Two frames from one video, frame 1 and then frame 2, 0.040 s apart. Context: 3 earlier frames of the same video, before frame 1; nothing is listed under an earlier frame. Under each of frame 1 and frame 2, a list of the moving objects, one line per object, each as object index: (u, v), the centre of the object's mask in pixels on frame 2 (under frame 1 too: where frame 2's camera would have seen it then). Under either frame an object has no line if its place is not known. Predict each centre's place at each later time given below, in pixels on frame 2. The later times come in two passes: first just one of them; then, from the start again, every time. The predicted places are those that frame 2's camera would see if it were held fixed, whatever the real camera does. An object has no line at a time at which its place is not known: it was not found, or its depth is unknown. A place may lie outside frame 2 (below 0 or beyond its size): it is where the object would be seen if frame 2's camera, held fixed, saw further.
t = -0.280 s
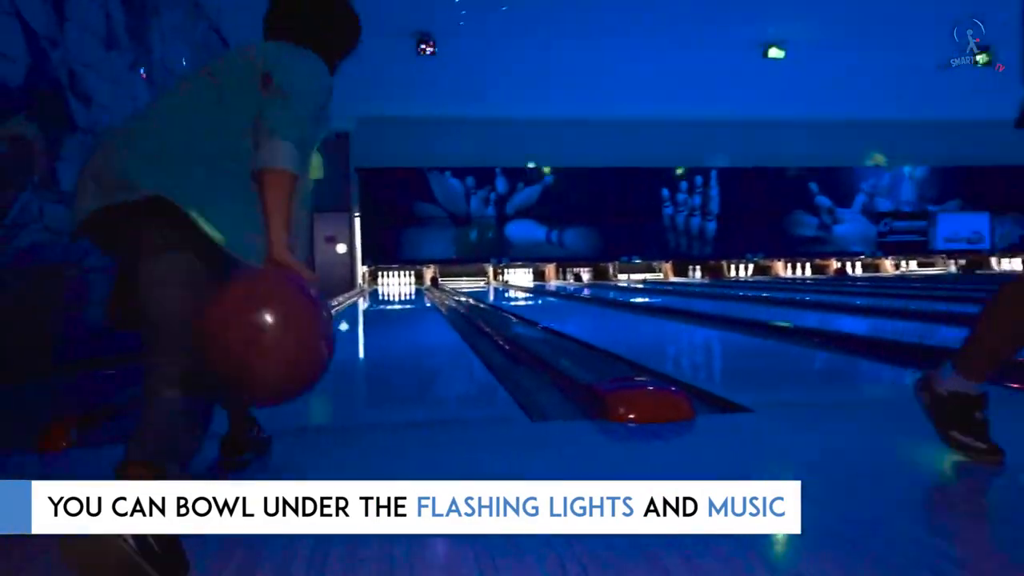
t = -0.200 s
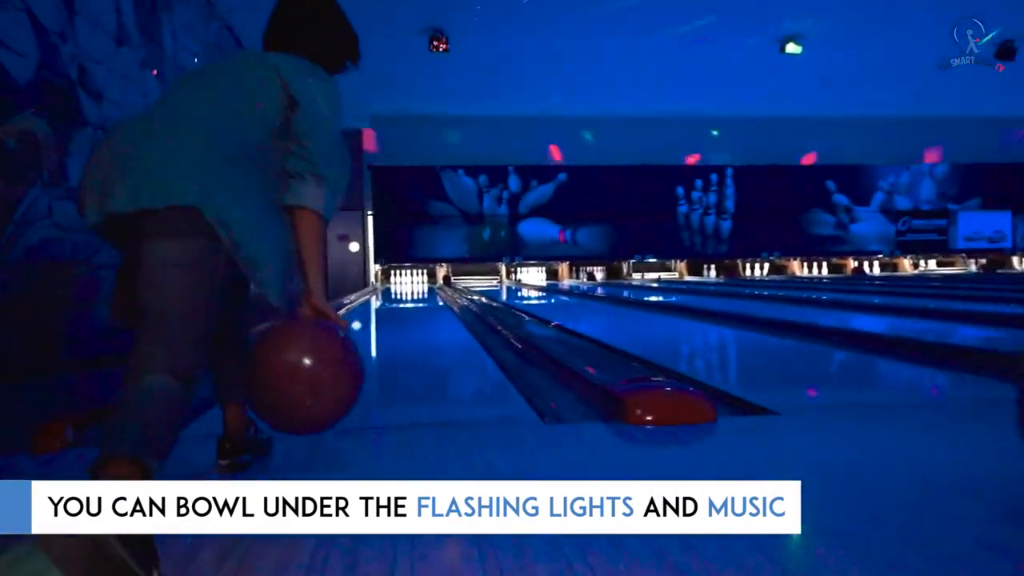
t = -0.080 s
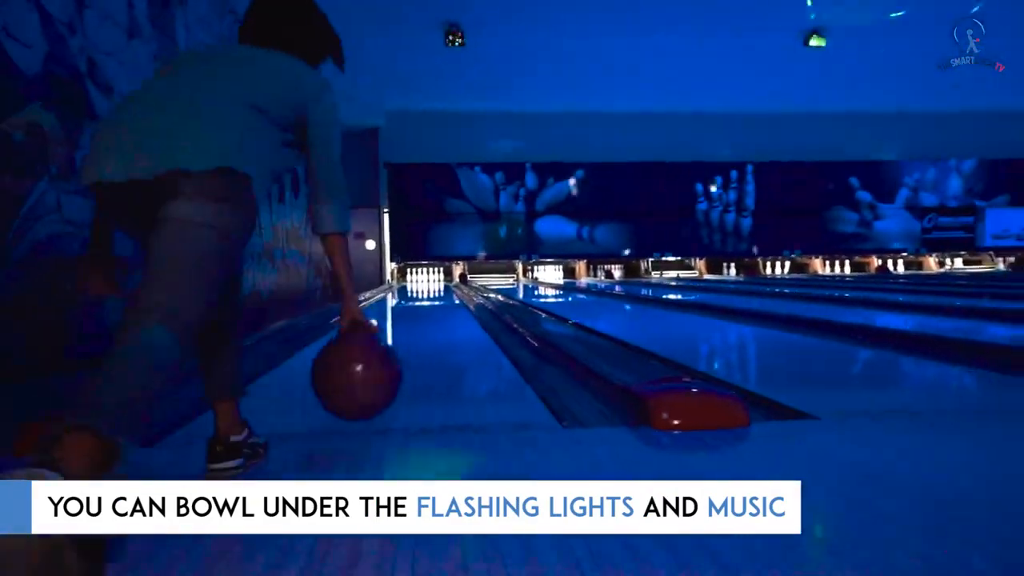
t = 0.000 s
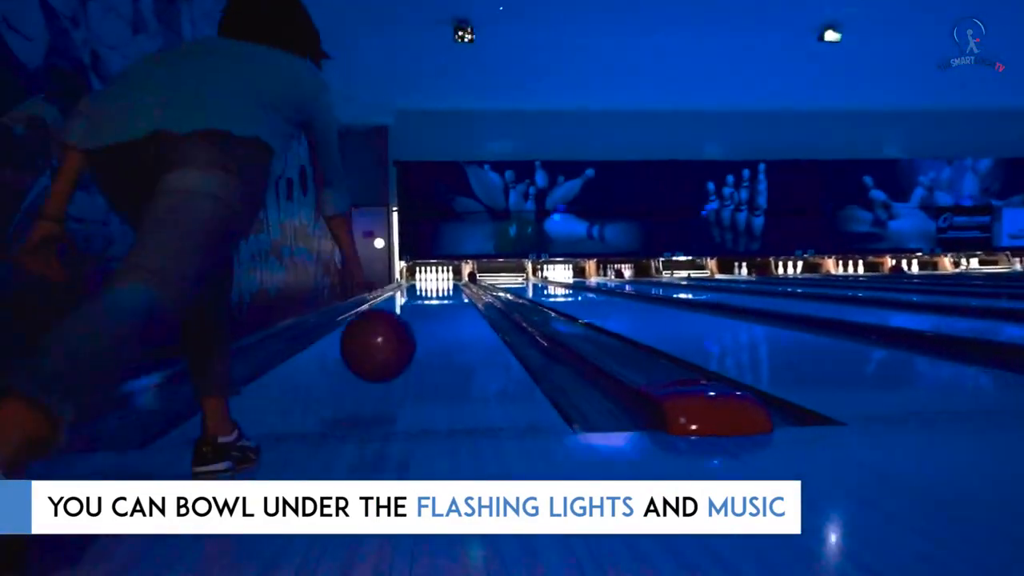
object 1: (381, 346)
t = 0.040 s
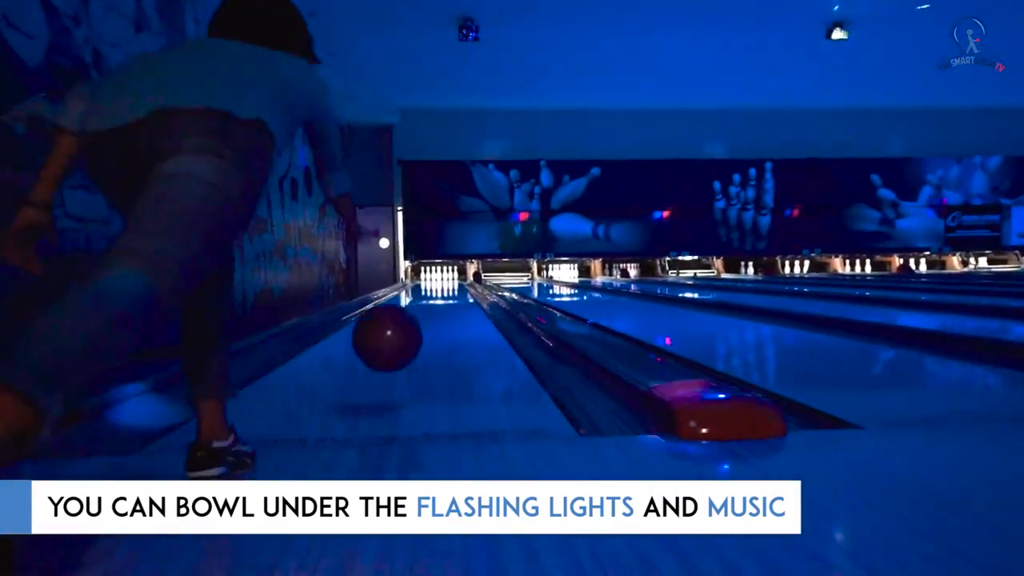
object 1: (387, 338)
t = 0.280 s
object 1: (408, 336)
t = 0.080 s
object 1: (391, 337)
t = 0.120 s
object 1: (396, 340)
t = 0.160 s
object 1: (400, 347)
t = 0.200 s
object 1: (403, 343)
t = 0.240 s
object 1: (406, 340)
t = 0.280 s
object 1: (408, 336)
